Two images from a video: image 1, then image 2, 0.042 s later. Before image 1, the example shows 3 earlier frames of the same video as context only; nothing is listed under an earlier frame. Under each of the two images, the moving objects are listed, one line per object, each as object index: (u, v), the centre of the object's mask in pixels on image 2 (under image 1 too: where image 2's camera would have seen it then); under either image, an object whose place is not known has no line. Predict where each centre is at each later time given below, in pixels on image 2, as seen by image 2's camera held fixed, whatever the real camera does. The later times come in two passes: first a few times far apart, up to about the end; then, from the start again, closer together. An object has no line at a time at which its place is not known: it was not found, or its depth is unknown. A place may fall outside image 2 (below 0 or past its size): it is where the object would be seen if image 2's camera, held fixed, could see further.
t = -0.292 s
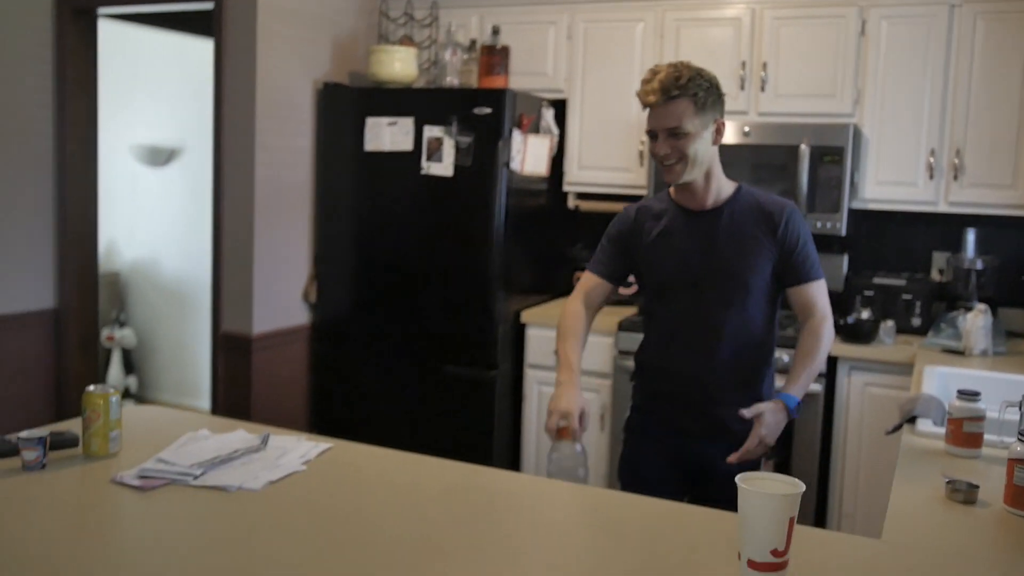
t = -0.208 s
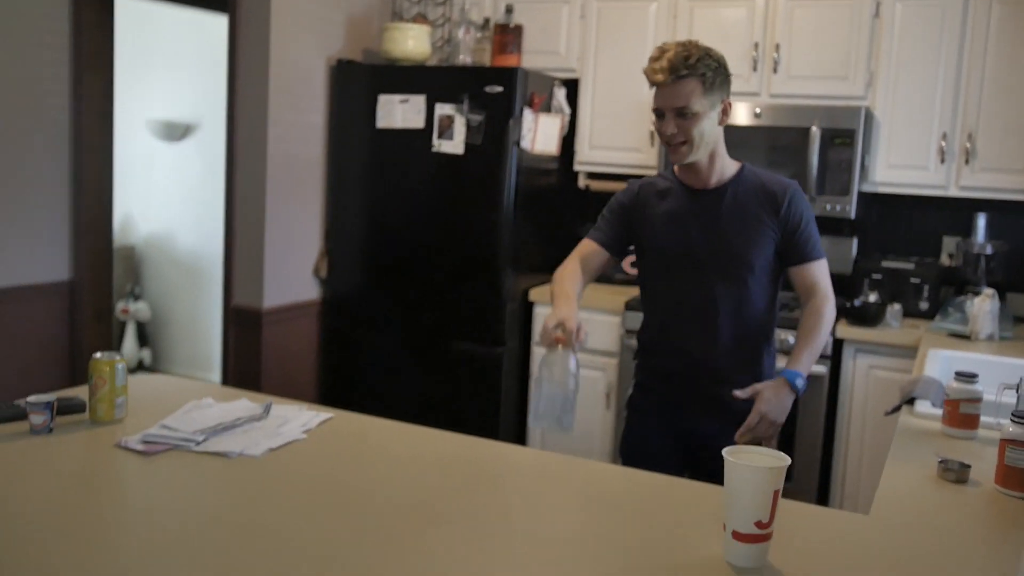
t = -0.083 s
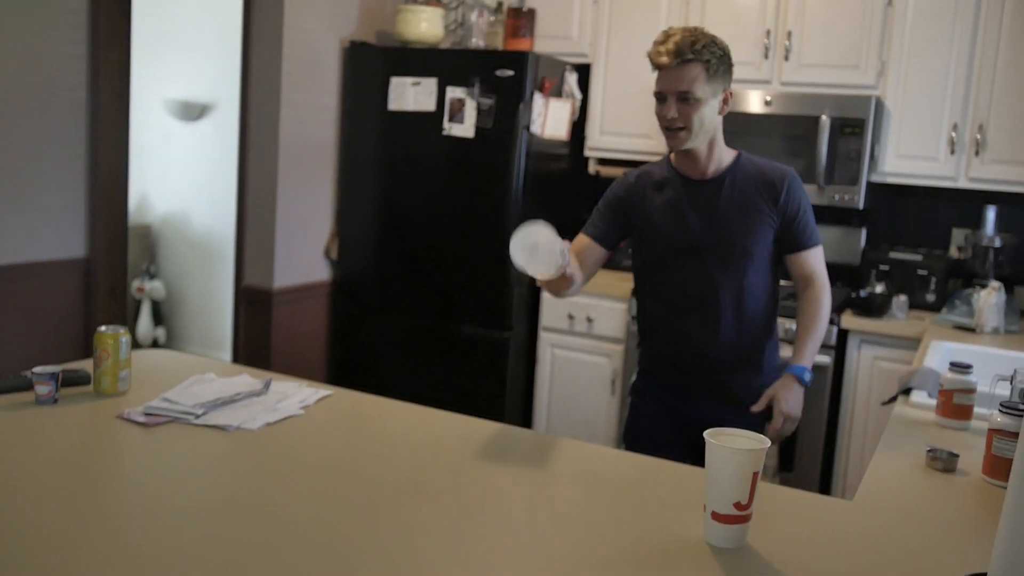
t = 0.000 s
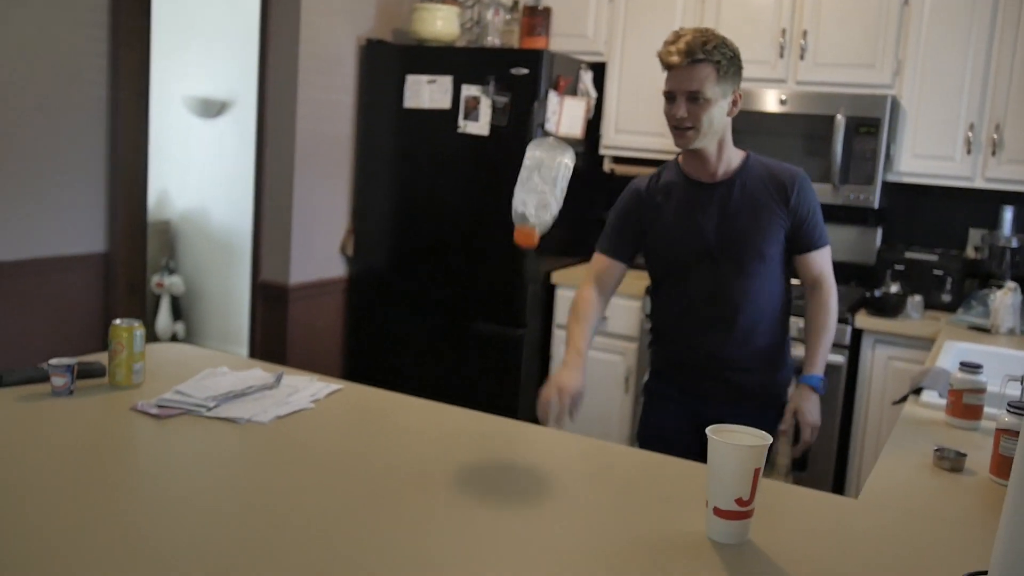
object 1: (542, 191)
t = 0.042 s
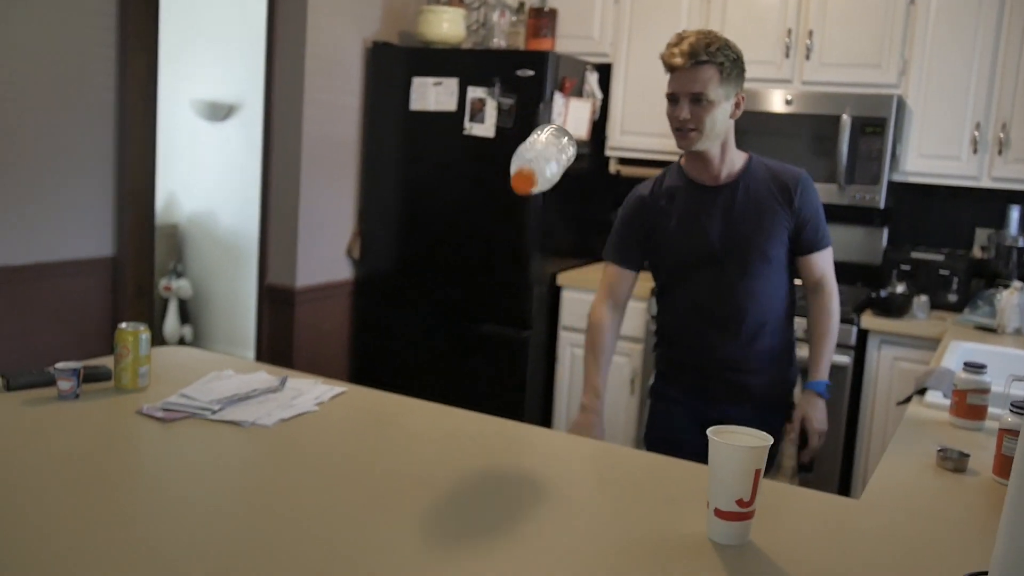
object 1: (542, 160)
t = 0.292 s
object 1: (504, 214)
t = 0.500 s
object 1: (463, 401)
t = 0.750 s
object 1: (437, 425)
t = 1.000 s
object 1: (419, 428)
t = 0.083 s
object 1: (541, 144)
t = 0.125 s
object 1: (533, 139)
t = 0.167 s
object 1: (526, 142)
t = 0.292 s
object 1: (504, 214)
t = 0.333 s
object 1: (497, 263)
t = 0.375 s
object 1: (486, 321)
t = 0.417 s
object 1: (473, 387)
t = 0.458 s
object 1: (467, 411)
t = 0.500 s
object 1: (463, 401)
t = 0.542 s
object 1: (460, 398)
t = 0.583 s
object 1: (456, 398)
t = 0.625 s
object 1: (452, 401)
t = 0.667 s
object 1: (447, 408)
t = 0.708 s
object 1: (441, 422)
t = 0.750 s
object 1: (437, 425)
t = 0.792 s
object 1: (434, 427)
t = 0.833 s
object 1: (430, 428)
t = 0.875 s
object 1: (426, 428)
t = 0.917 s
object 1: (425, 428)
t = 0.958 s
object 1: (422, 428)
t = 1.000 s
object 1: (419, 428)
